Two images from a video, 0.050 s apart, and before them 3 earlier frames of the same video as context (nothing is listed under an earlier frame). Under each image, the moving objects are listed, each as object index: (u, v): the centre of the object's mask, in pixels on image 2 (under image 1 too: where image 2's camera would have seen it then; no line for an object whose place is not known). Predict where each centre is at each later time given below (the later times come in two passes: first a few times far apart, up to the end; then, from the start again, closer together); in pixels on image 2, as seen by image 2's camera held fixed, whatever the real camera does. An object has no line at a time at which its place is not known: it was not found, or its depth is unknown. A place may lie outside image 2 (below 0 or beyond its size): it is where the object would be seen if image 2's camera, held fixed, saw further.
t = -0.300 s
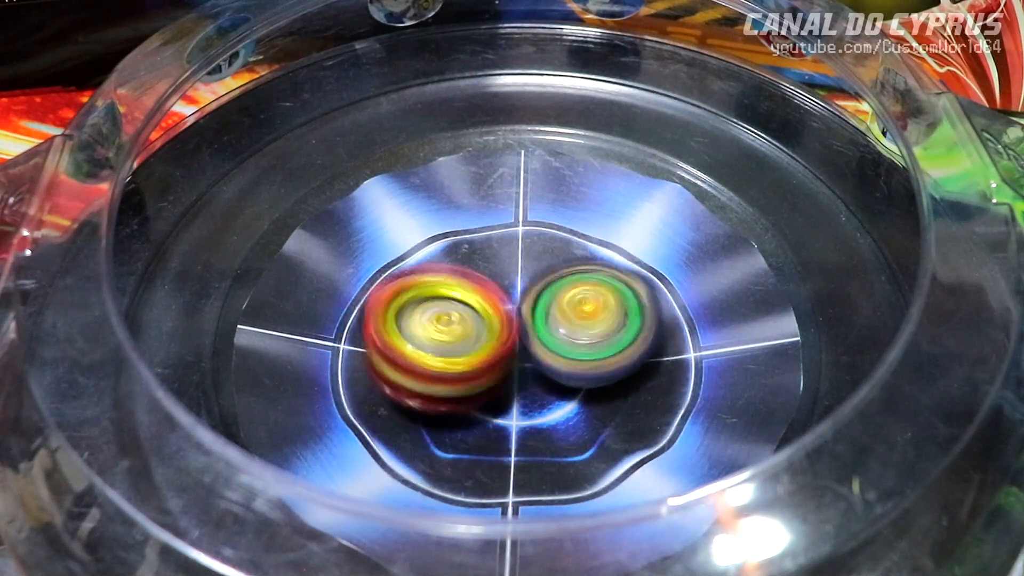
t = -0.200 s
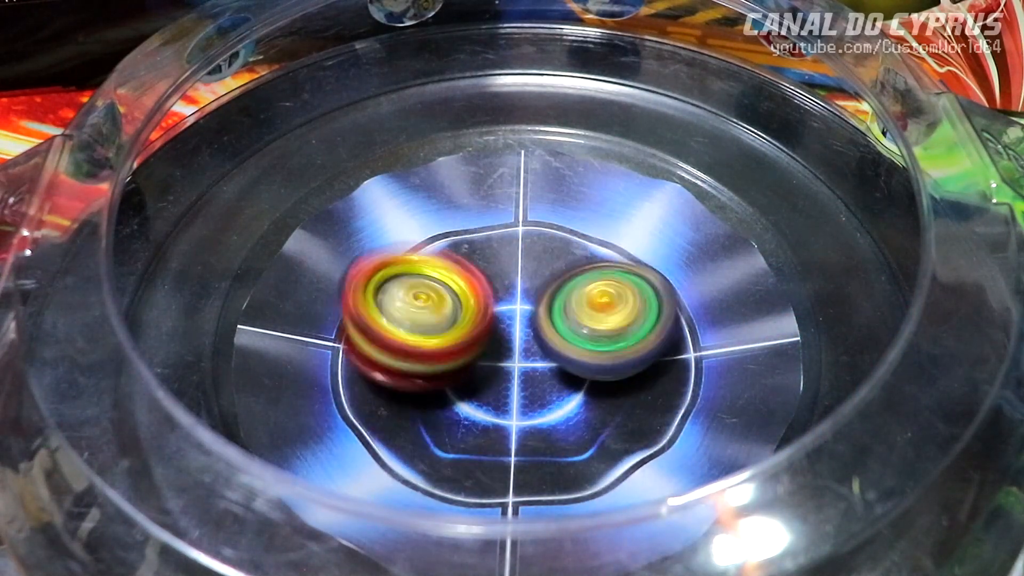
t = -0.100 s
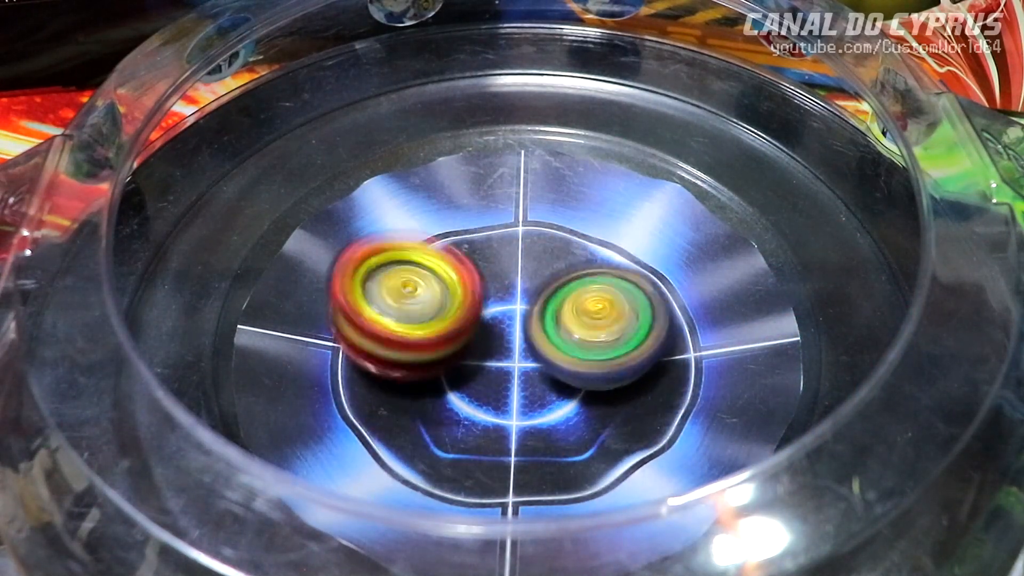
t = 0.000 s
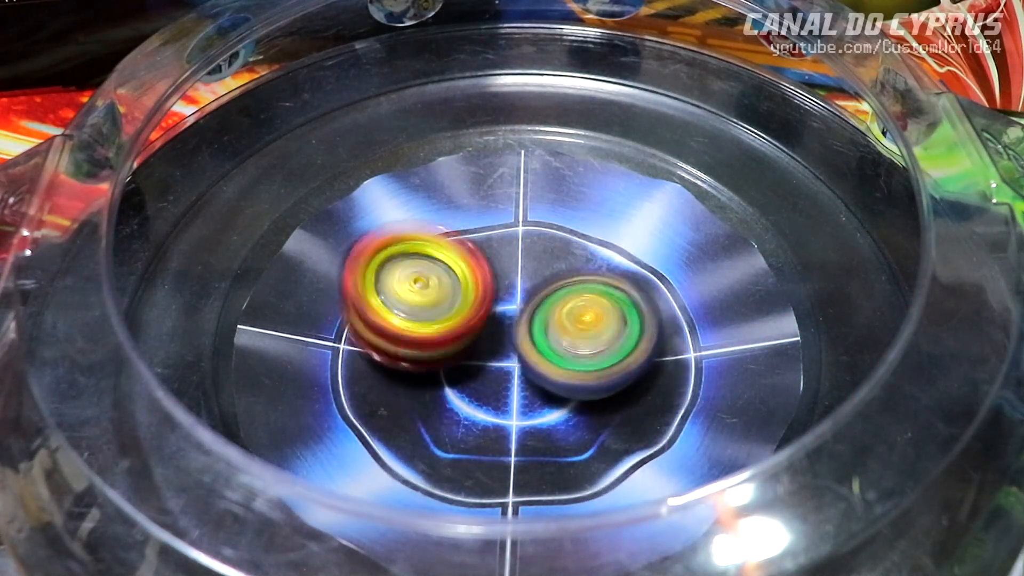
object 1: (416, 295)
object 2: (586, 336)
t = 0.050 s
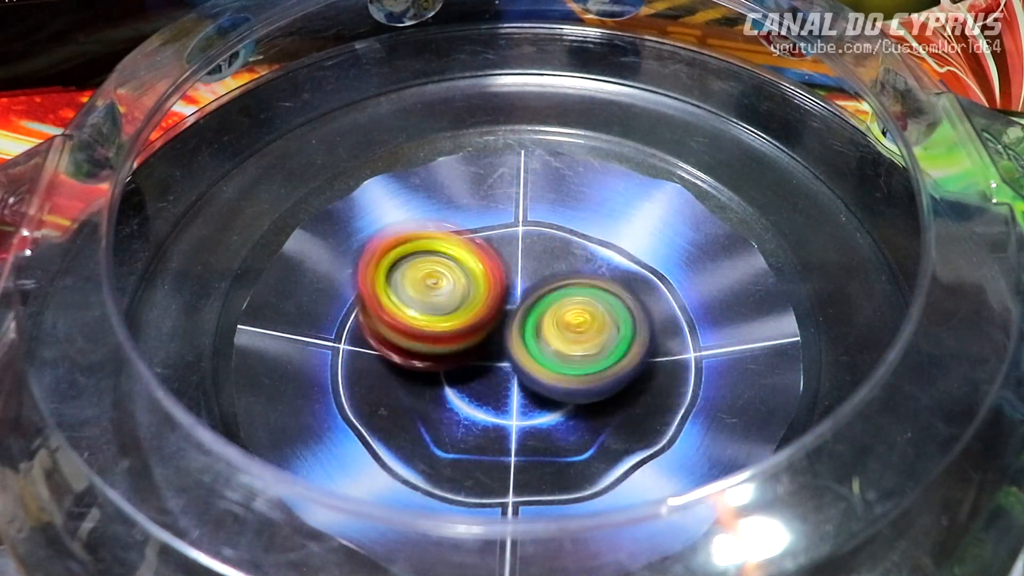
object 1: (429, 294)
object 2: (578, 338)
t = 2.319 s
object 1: (615, 346)
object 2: (431, 257)
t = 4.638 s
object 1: (480, 247)
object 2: (581, 381)
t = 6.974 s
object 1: (582, 344)
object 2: (428, 302)
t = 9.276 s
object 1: (501, 347)
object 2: (559, 209)
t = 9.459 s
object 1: (512, 324)
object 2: (570, 215)
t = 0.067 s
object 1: (427, 290)
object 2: (584, 340)
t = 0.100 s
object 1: (420, 280)
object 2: (604, 347)
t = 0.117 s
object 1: (417, 277)
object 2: (611, 349)
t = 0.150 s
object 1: (409, 269)
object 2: (614, 351)
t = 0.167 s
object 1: (406, 266)
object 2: (614, 352)
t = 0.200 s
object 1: (400, 261)
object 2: (610, 356)
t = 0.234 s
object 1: (397, 257)
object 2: (606, 360)
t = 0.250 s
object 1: (396, 256)
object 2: (603, 362)
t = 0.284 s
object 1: (398, 256)
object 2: (597, 365)
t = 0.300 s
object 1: (399, 257)
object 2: (596, 366)
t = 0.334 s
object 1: (405, 260)
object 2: (589, 369)
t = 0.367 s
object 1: (416, 264)
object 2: (583, 371)
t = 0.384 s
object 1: (422, 264)
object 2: (580, 373)
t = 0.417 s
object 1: (438, 271)
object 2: (573, 374)
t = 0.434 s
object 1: (447, 274)
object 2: (568, 374)
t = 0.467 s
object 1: (463, 273)
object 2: (566, 377)
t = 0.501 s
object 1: (471, 266)
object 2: (571, 386)
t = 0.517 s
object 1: (474, 264)
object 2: (572, 387)
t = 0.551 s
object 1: (480, 257)
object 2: (568, 388)
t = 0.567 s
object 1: (484, 254)
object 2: (566, 388)
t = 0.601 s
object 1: (489, 247)
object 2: (558, 391)
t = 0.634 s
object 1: (494, 241)
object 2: (551, 391)
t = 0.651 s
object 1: (497, 239)
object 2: (548, 392)
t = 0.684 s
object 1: (501, 236)
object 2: (541, 392)
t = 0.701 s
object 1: (503, 236)
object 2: (538, 392)
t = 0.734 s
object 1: (508, 234)
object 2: (532, 392)
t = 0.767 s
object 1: (514, 235)
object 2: (525, 391)
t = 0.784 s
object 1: (515, 234)
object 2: (521, 390)
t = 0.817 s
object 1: (521, 236)
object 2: (514, 387)
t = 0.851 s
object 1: (527, 238)
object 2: (509, 386)
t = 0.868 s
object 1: (530, 239)
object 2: (504, 385)
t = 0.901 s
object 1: (535, 244)
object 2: (498, 382)
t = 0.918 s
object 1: (539, 248)
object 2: (495, 381)
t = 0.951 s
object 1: (548, 251)
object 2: (488, 381)
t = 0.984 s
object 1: (558, 256)
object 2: (483, 378)
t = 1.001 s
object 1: (564, 257)
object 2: (481, 377)
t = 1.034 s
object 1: (570, 258)
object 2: (475, 375)
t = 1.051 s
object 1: (571, 256)
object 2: (472, 373)
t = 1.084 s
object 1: (574, 261)
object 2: (468, 370)
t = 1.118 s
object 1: (576, 265)
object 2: (463, 367)
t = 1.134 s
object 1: (576, 267)
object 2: (461, 364)
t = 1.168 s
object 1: (576, 271)
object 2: (457, 360)
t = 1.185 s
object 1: (578, 275)
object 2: (452, 360)
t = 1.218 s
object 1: (586, 276)
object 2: (444, 358)
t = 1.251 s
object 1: (593, 278)
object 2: (441, 355)
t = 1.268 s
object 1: (596, 277)
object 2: (439, 352)
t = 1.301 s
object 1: (598, 277)
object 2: (436, 348)
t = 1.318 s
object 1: (598, 279)
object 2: (435, 346)
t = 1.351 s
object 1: (596, 280)
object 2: (432, 342)
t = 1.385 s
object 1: (592, 284)
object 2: (431, 338)
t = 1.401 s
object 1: (588, 287)
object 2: (430, 336)
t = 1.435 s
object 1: (580, 295)
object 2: (429, 332)
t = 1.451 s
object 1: (577, 299)
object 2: (430, 330)
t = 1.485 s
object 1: (582, 305)
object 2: (417, 329)
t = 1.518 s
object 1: (590, 308)
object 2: (412, 327)
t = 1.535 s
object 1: (592, 309)
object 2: (411, 326)
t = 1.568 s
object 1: (596, 311)
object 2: (411, 322)
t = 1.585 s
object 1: (597, 311)
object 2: (412, 322)
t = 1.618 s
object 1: (597, 312)
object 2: (412, 320)
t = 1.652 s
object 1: (595, 315)
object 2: (413, 317)
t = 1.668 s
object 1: (593, 316)
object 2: (413, 317)
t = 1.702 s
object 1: (588, 318)
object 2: (414, 316)
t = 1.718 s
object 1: (585, 319)
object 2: (415, 315)
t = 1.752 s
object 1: (576, 323)
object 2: (417, 314)
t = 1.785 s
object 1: (569, 327)
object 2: (418, 312)
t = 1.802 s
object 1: (568, 330)
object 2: (414, 311)
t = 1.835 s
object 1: (570, 337)
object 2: (409, 309)
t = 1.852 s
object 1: (572, 341)
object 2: (410, 308)
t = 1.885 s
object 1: (572, 344)
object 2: (413, 308)
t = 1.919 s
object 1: (571, 346)
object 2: (416, 306)
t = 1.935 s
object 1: (570, 346)
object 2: (417, 306)
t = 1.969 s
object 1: (567, 346)
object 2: (420, 304)
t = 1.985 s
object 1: (566, 346)
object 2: (421, 303)
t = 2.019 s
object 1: (566, 348)
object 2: (421, 300)
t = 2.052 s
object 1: (570, 348)
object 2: (423, 297)
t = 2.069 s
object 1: (573, 349)
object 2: (425, 296)
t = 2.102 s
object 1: (573, 348)
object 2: (430, 294)
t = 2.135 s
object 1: (572, 345)
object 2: (435, 292)
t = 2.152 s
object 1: (572, 344)
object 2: (437, 291)
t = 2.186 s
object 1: (576, 346)
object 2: (436, 285)
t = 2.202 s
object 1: (581, 348)
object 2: (429, 276)
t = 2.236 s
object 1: (593, 351)
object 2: (421, 266)
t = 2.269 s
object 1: (603, 349)
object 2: (423, 262)
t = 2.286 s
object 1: (607, 349)
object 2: (425, 260)
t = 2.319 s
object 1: (615, 346)
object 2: (431, 257)
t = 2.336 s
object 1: (616, 344)
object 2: (434, 256)
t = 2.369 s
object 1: (615, 337)
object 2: (439, 254)
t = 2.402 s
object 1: (607, 330)
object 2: (445, 252)
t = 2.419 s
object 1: (601, 327)
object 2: (448, 251)
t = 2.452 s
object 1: (587, 322)
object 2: (453, 250)
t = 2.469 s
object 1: (579, 320)
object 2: (456, 249)
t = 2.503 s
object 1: (567, 321)
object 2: (457, 246)
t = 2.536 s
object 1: (562, 329)
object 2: (457, 241)
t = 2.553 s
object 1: (562, 333)
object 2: (457, 238)
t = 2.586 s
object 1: (562, 342)
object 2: (460, 237)
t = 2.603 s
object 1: (562, 346)
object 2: (462, 238)
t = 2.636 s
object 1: (564, 355)
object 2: (465, 239)
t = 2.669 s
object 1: (565, 361)
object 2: (469, 239)
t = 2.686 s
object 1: (567, 364)
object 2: (472, 239)
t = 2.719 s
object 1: (567, 366)
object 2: (476, 240)
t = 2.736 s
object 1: (567, 366)
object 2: (479, 241)
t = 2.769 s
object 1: (567, 366)
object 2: (483, 242)
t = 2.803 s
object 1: (565, 364)
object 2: (489, 245)
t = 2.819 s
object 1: (561, 362)
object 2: (491, 246)
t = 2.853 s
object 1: (556, 359)
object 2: (497, 248)
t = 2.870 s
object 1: (552, 357)
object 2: (499, 248)
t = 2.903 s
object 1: (544, 359)
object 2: (504, 248)
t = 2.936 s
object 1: (539, 363)
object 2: (507, 246)
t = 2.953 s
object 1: (535, 366)
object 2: (508, 246)
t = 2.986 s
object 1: (530, 370)
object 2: (513, 248)
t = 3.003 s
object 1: (526, 373)
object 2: (516, 250)
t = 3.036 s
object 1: (521, 376)
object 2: (522, 253)
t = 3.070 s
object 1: (517, 377)
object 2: (529, 255)
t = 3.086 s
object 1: (515, 377)
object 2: (531, 256)
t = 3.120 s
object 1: (512, 376)
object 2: (536, 259)
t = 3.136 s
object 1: (510, 375)
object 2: (538, 260)
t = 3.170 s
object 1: (507, 371)
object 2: (545, 262)
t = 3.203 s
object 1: (500, 370)
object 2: (549, 262)
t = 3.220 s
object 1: (496, 372)
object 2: (551, 262)
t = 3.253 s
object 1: (488, 374)
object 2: (555, 263)
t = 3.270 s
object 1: (485, 375)
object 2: (557, 265)
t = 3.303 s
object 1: (481, 374)
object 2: (562, 268)
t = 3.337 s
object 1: (479, 372)
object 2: (566, 271)
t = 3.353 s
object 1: (479, 371)
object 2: (567, 272)
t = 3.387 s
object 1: (478, 366)
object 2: (572, 274)
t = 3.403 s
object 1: (477, 364)
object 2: (574, 275)
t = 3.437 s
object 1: (473, 357)
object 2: (578, 278)
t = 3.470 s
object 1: (461, 355)
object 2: (583, 274)
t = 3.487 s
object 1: (456, 352)
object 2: (589, 274)
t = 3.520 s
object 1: (448, 351)
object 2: (592, 273)
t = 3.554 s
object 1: (441, 350)
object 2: (593, 274)
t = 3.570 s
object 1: (436, 349)
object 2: (593, 276)
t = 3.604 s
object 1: (429, 347)
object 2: (594, 279)
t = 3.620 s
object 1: (425, 347)
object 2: (595, 281)
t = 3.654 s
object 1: (419, 345)
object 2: (594, 284)
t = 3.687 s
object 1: (417, 342)
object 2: (595, 287)
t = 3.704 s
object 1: (417, 341)
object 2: (594, 288)
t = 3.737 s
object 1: (420, 338)
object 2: (595, 292)
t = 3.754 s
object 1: (422, 337)
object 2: (594, 293)
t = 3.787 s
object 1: (427, 332)
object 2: (594, 296)
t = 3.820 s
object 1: (435, 327)
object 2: (593, 299)
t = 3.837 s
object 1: (440, 323)
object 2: (594, 302)
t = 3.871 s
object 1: (444, 316)
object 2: (594, 303)
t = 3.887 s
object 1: (445, 312)
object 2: (596, 305)
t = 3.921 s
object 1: (435, 305)
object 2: (602, 304)
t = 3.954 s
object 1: (428, 302)
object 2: (604, 306)
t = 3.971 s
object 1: (425, 300)
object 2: (603, 307)
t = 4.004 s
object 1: (419, 297)
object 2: (602, 311)
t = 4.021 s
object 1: (416, 294)
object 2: (602, 313)
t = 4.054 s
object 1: (412, 293)
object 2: (601, 316)
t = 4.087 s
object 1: (414, 293)
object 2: (601, 320)
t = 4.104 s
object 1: (414, 293)
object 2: (600, 321)
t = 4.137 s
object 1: (421, 294)
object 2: (598, 325)
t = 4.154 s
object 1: (424, 296)
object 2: (597, 326)
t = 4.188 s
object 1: (436, 296)
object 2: (594, 330)
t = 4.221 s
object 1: (443, 294)
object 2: (596, 333)
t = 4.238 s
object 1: (447, 292)
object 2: (597, 336)
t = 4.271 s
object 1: (450, 287)
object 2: (595, 340)
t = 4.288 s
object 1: (452, 283)
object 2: (596, 342)
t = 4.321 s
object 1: (453, 276)
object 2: (593, 346)
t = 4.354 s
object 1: (455, 269)
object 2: (591, 350)
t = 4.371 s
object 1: (456, 267)
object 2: (590, 351)
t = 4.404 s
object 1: (459, 262)
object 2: (587, 355)
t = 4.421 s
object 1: (460, 261)
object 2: (586, 356)
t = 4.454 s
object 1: (464, 259)
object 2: (582, 358)
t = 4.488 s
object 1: (470, 259)
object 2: (580, 361)
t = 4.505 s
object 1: (474, 259)
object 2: (578, 362)
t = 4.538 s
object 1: (479, 260)
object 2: (576, 365)
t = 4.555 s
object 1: (483, 258)
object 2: (578, 368)
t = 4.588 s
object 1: (483, 254)
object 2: (584, 376)
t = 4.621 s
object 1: (482, 249)
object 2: (583, 379)
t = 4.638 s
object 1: (480, 247)
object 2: (581, 381)
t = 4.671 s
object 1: (479, 246)
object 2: (577, 383)
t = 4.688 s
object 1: (479, 246)
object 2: (577, 385)
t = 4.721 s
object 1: (481, 249)
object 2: (574, 386)
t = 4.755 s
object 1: (481, 254)
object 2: (571, 386)
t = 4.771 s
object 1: (484, 258)
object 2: (569, 386)
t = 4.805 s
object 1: (488, 263)
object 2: (566, 386)
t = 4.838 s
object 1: (496, 270)
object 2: (564, 387)
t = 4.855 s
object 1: (499, 269)
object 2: (566, 390)
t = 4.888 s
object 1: (503, 268)
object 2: (566, 393)
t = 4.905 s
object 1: (505, 268)
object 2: (566, 393)
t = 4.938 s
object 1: (510, 269)
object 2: (562, 392)
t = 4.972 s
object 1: (515, 268)
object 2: (560, 394)
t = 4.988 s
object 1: (515, 267)
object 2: (560, 395)
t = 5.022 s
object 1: (516, 263)
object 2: (557, 395)
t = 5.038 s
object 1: (517, 263)
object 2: (555, 394)
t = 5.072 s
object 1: (516, 261)
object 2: (552, 394)
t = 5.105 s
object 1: (517, 261)
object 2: (548, 393)
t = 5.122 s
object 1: (517, 262)
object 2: (546, 393)
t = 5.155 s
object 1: (518, 260)
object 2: (542, 397)
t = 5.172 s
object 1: (519, 258)
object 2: (538, 401)
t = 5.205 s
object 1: (518, 253)
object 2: (533, 402)
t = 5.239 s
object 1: (516, 246)
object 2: (529, 401)
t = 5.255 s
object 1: (513, 244)
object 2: (525, 400)
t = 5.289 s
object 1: (508, 242)
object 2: (520, 397)
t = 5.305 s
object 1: (506, 241)
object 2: (516, 397)
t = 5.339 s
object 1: (502, 243)
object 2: (512, 394)
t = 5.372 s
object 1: (500, 247)
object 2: (507, 391)
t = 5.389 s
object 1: (498, 253)
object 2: (505, 389)
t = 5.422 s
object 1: (497, 255)
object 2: (500, 393)
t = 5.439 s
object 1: (499, 257)
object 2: (499, 395)
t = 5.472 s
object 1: (498, 256)
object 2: (495, 395)
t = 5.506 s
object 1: (499, 258)
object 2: (490, 393)
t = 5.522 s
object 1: (501, 257)
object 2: (487, 395)
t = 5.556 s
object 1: (505, 257)
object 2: (484, 395)
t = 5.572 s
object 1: (505, 255)
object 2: (482, 394)
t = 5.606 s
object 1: (507, 254)
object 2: (478, 393)
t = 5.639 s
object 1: (511, 255)
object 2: (474, 392)
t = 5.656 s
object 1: (511, 256)
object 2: (472, 390)
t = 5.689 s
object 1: (514, 257)
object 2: (469, 389)
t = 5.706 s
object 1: (515, 260)
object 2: (467, 387)
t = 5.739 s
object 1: (523, 259)
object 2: (461, 389)
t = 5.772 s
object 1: (528, 258)
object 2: (457, 388)
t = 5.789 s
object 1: (531, 258)
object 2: (457, 387)
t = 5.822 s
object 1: (538, 256)
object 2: (453, 385)
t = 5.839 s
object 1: (542, 257)
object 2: (453, 383)
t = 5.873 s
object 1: (550, 256)
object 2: (450, 380)
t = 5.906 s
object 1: (555, 258)
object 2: (450, 379)
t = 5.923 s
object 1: (557, 258)
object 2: (449, 377)
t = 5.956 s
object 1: (558, 261)
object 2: (447, 374)
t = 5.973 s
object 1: (559, 263)
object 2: (447, 372)
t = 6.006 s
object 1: (558, 268)
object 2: (446, 369)
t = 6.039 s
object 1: (559, 273)
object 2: (445, 365)
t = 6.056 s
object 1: (561, 277)
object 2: (443, 365)
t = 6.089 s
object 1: (570, 279)
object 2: (440, 365)
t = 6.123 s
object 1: (579, 277)
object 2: (439, 364)
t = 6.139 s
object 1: (581, 277)
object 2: (438, 362)
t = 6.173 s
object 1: (586, 276)
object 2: (438, 358)
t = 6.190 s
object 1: (588, 277)
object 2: (437, 357)
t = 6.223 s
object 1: (592, 277)
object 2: (436, 354)
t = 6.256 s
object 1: (593, 279)
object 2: (434, 351)
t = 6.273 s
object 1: (593, 280)
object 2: (434, 349)
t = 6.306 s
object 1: (587, 282)
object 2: (433, 346)
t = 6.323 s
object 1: (585, 284)
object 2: (434, 344)
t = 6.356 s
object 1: (580, 290)
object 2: (434, 341)
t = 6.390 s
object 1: (588, 289)
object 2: (418, 341)
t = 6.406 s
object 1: (591, 290)
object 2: (410, 342)
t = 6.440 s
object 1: (596, 293)
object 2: (401, 342)
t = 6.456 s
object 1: (597, 293)
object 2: (400, 341)
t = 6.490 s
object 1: (598, 296)
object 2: (402, 339)
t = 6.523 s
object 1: (598, 296)
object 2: (405, 336)
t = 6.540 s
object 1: (599, 298)
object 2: (408, 334)
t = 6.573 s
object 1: (599, 303)
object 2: (412, 332)
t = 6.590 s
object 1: (599, 305)
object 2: (413, 330)
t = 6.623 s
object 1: (598, 312)
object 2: (415, 328)
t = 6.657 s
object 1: (595, 317)
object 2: (416, 326)
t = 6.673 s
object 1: (593, 320)
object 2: (417, 324)
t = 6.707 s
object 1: (588, 326)
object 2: (419, 323)
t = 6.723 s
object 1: (584, 328)
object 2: (420, 322)
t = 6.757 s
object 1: (577, 332)
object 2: (422, 320)
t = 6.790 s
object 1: (575, 336)
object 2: (421, 317)
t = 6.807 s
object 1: (577, 339)
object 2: (417, 314)
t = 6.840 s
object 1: (581, 342)
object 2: (415, 310)
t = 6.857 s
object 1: (582, 342)
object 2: (416, 310)
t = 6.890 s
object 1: (584, 345)
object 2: (419, 308)
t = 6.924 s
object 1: (584, 345)
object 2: (424, 305)
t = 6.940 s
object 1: (584, 344)
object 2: (425, 305)
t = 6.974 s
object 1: (582, 344)
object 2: (428, 302)
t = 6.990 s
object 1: (579, 342)
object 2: (431, 301)
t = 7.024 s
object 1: (575, 341)
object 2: (431, 298)
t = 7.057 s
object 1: (573, 340)
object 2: (431, 294)
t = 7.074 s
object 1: (578, 343)
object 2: (425, 289)
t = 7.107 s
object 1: (581, 343)
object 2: (421, 279)
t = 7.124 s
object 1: (584, 343)
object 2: (422, 275)
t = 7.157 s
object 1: (588, 342)
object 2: (425, 270)
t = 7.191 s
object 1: (592, 341)
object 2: (429, 267)
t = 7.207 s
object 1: (590, 340)
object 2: (429, 267)
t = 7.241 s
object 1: (588, 336)
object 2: (433, 263)
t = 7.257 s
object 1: (587, 335)
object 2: (435, 263)
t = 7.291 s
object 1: (582, 332)
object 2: (438, 262)
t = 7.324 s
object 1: (571, 328)
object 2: (441, 260)
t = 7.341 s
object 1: (566, 327)
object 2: (441, 260)
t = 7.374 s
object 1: (559, 327)
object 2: (443, 256)
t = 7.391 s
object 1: (556, 327)
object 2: (443, 255)
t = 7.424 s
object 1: (558, 341)
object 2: (442, 247)
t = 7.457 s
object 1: (556, 349)
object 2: (439, 242)
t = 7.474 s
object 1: (554, 351)
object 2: (438, 241)
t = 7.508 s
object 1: (552, 356)
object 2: (443, 242)
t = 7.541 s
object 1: (548, 357)
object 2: (446, 243)
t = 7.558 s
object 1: (548, 357)
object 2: (449, 242)
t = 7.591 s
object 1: (547, 356)
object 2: (452, 243)
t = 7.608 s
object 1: (547, 355)
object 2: (453, 242)
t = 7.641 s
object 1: (545, 354)
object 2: (458, 244)
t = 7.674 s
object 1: (543, 353)
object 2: (462, 245)
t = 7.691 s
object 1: (543, 353)
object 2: (464, 245)
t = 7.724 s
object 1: (540, 350)
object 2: (467, 246)
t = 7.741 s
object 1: (542, 349)
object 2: (468, 245)
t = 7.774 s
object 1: (543, 348)
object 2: (470, 246)
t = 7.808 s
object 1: (543, 346)
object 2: (473, 246)
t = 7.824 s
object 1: (547, 349)
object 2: (471, 245)
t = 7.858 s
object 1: (555, 353)
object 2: (470, 239)
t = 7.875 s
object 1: (557, 356)
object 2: (469, 239)
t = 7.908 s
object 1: (562, 356)
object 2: (470, 239)
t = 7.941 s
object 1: (561, 356)
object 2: (475, 242)
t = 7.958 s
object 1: (561, 352)
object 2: (478, 243)
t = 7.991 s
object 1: (564, 347)
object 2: (482, 244)
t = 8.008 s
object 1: (567, 345)
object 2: (484, 244)
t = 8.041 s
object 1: (573, 338)
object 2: (487, 245)
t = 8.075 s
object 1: (580, 337)
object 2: (489, 247)
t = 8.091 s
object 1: (586, 339)
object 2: (488, 244)
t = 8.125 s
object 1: (590, 343)
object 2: (482, 237)
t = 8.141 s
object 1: (590, 342)
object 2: (479, 234)
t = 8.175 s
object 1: (592, 339)
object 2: (476, 236)
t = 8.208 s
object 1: (595, 340)
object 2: (477, 242)
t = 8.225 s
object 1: (595, 340)
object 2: (479, 243)
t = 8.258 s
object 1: (592, 338)
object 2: (482, 250)
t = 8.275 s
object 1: (591, 338)
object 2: (484, 253)
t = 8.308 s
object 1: (583, 337)
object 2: (486, 256)
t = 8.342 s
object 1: (580, 342)
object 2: (487, 257)
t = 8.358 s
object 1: (578, 345)
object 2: (485, 258)
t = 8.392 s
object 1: (574, 347)
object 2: (485, 258)
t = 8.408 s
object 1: (573, 347)
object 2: (482, 258)
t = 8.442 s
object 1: (571, 349)
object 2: (482, 260)
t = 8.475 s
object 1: (567, 354)
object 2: (483, 261)
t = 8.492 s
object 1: (564, 355)
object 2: (483, 261)
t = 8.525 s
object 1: (555, 359)
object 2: (485, 262)
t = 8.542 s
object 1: (551, 360)
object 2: (484, 261)
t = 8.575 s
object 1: (547, 365)
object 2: (487, 262)
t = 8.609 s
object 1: (544, 373)
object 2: (482, 257)
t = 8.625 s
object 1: (540, 376)
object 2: (481, 254)
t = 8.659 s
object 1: (536, 376)
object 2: (481, 253)
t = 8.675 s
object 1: (536, 376)
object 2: (480, 255)
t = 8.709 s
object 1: (536, 374)
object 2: (485, 256)
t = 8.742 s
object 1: (536, 371)
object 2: (491, 258)
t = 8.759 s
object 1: (537, 370)
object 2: (490, 256)
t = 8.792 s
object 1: (536, 371)
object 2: (494, 255)
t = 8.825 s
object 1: (529, 369)
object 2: (498, 256)
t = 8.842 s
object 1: (526, 365)
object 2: (500, 254)
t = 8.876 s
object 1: (520, 364)
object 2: (501, 251)
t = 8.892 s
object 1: (516, 364)
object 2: (501, 250)
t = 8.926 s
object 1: (510, 365)
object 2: (506, 246)
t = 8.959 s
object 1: (502, 370)
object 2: (512, 238)
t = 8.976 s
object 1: (499, 371)
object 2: (515, 235)
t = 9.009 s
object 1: (494, 369)
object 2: (524, 230)
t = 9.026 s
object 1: (493, 368)
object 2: (529, 229)
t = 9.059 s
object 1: (498, 365)
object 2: (533, 230)
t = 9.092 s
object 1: (506, 357)
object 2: (537, 231)
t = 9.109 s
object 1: (508, 353)
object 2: (539, 233)
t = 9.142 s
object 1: (505, 355)
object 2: (545, 227)
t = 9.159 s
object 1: (504, 356)
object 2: (548, 220)
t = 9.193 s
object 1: (500, 356)
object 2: (555, 211)
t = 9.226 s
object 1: (500, 354)
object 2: (557, 207)
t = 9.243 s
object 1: (501, 351)
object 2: (557, 208)
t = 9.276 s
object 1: (501, 347)
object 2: (559, 209)
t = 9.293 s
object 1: (502, 341)
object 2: (560, 210)
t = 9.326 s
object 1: (503, 335)
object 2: (564, 212)
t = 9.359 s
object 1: (505, 324)
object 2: (569, 216)
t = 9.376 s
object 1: (506, 324)
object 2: (571, 214)
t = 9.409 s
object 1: (509, 323)
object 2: (573, 215)
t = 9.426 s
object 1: (509, 323)
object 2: (574, 213)
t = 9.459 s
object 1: (512, 324)
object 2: (570, 215)
